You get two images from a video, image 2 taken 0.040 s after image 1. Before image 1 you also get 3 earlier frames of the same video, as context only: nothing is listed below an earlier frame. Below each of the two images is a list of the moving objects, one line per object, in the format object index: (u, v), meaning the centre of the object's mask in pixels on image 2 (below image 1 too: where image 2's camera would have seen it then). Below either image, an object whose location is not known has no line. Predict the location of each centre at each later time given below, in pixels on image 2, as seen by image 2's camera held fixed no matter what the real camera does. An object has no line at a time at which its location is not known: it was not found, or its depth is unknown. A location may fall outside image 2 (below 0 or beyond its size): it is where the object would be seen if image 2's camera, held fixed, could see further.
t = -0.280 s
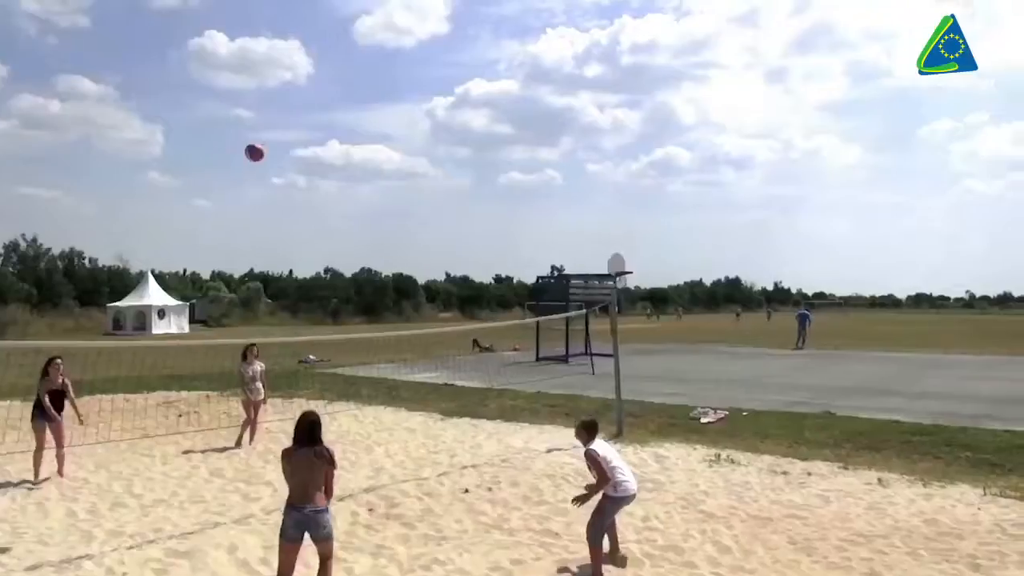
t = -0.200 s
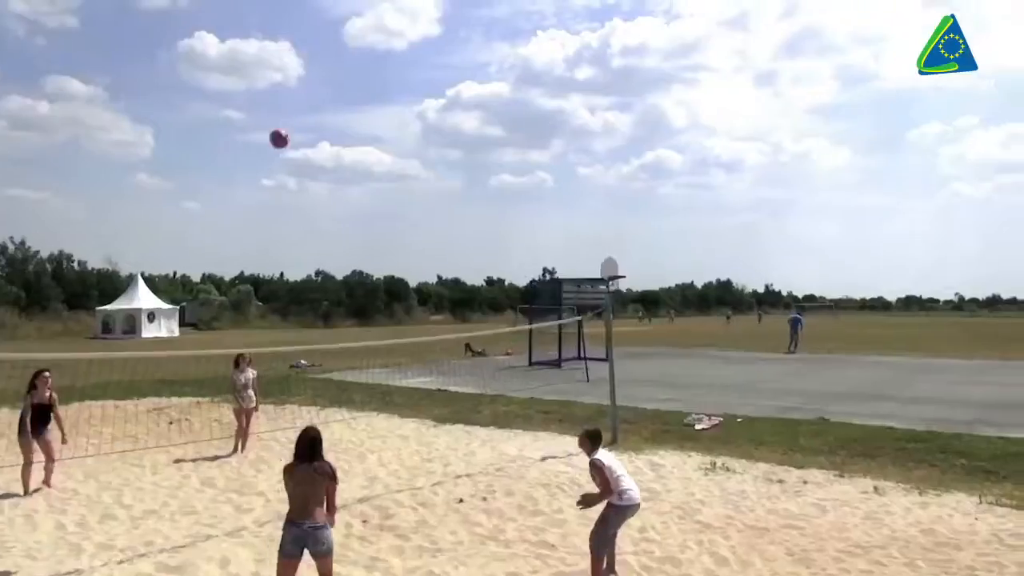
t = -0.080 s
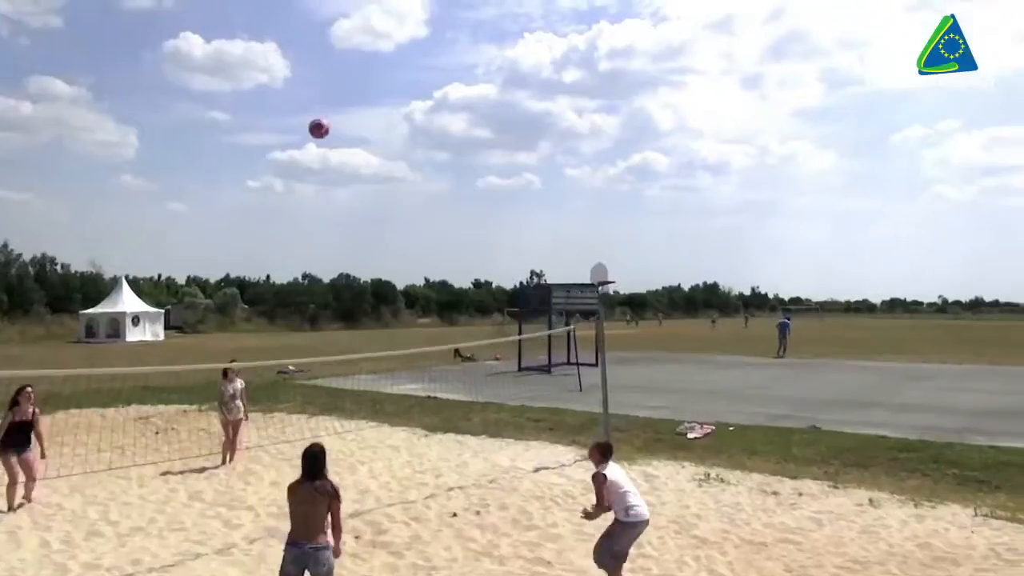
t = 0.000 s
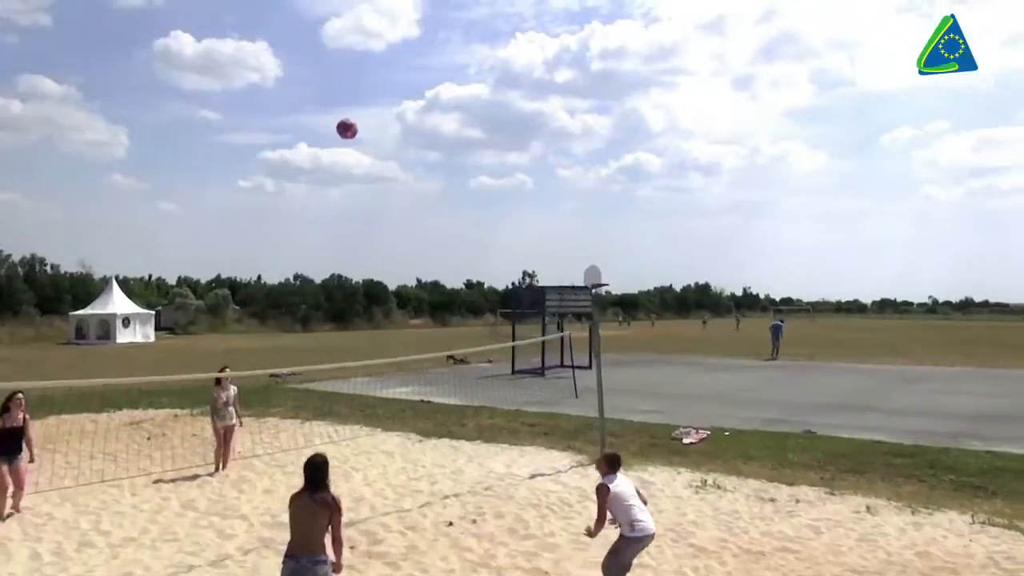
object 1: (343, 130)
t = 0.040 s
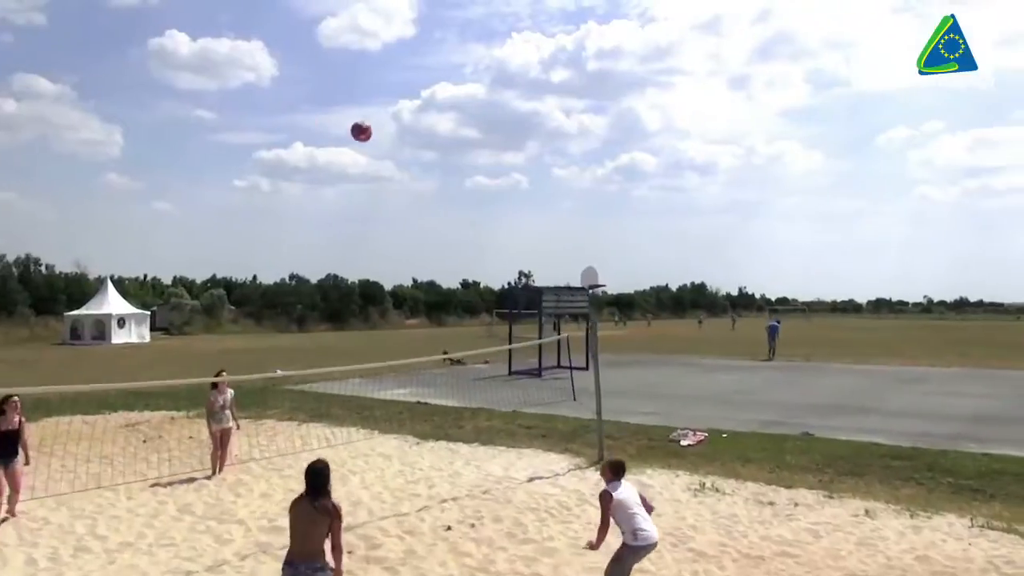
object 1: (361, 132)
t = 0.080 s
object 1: (379, 135)
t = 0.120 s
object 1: (397, 140)
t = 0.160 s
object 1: (415, 147)
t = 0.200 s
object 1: (433, 155)
